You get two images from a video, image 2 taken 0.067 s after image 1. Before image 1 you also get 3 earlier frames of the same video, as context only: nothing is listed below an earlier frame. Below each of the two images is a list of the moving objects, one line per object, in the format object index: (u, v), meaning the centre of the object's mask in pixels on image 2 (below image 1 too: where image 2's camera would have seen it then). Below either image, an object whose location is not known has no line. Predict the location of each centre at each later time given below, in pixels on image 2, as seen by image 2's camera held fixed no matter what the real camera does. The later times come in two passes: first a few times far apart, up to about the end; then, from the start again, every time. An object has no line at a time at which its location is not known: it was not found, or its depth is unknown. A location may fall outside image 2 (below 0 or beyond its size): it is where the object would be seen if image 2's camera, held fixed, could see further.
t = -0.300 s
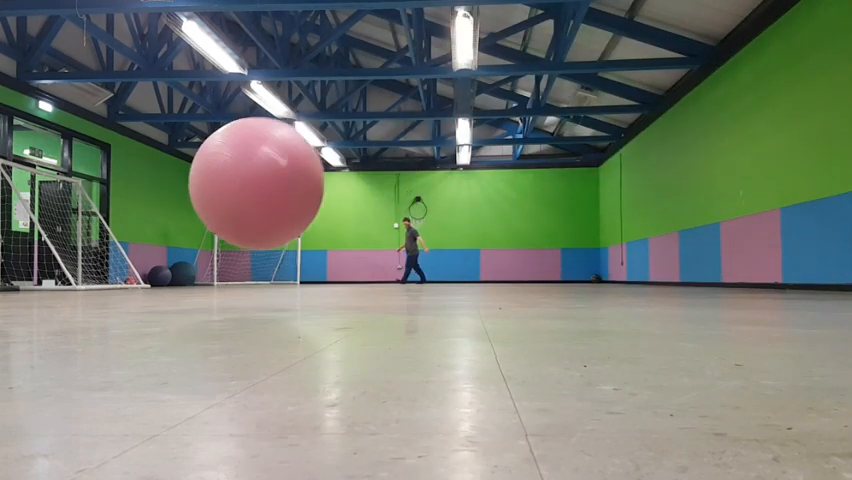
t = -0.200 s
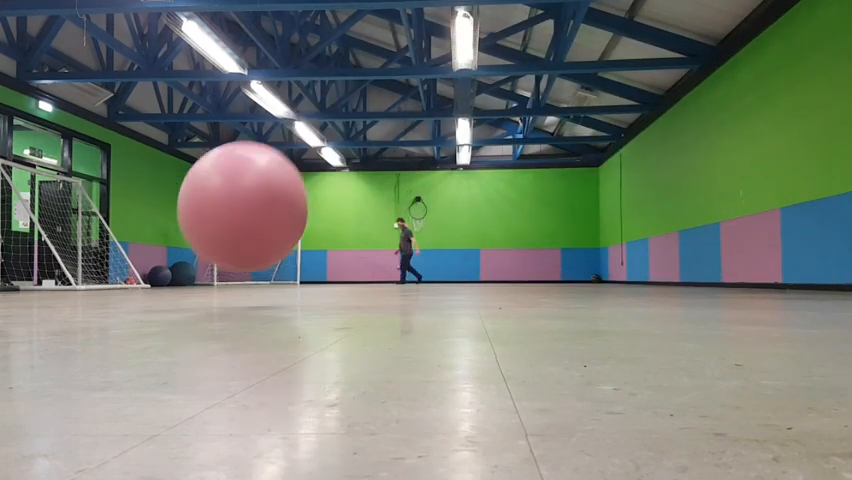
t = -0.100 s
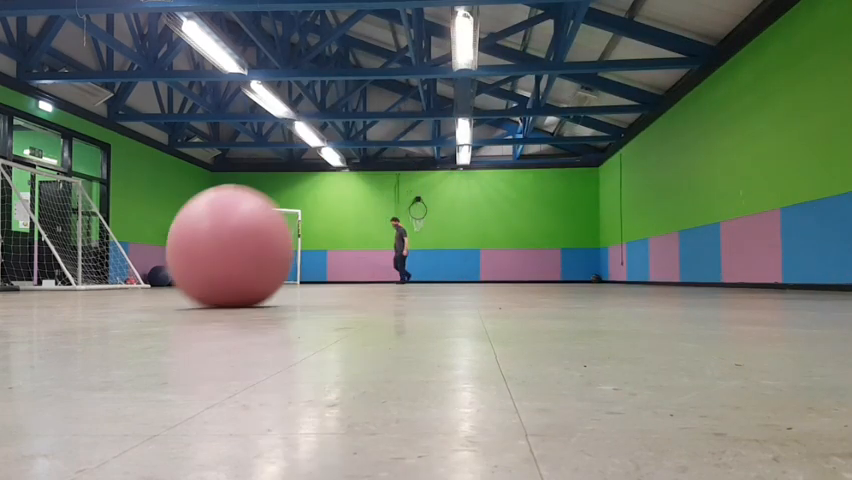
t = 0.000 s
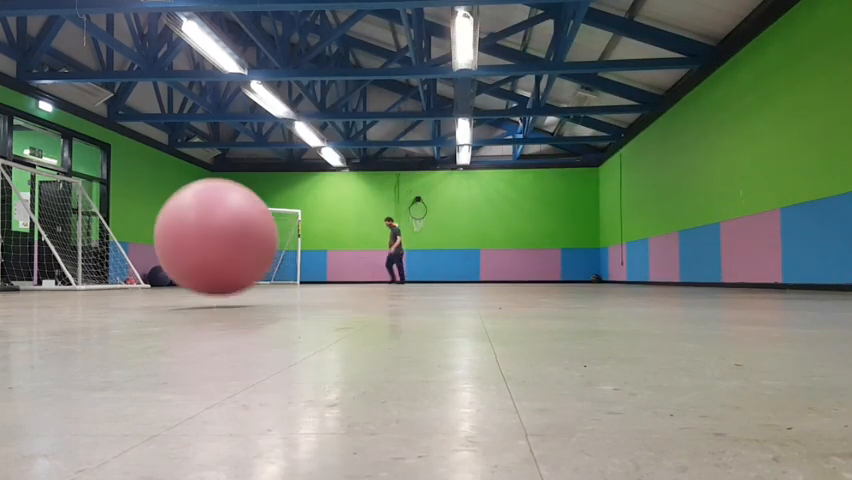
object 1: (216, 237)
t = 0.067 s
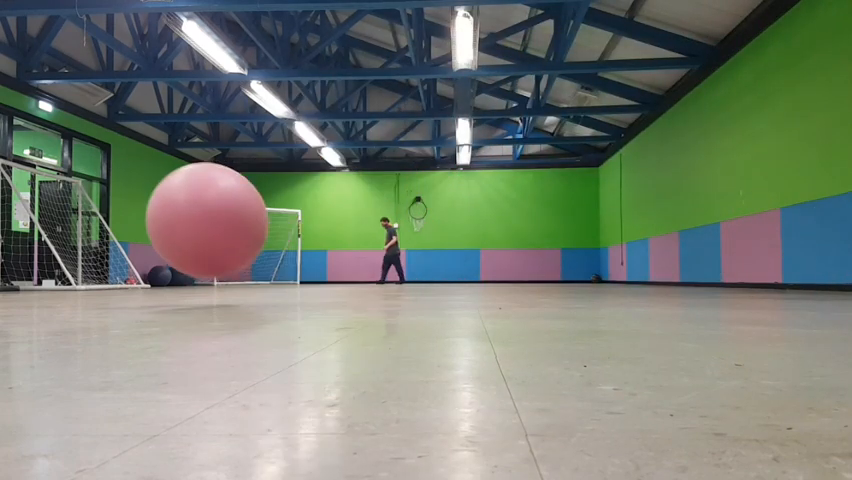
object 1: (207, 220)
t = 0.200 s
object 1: (190, 212)
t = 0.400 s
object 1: (166, 257)
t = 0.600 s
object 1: (145, 230)
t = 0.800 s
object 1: (129, 257)
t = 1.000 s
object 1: (114, 240)
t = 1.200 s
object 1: (99, 259)
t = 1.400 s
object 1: (85, 247)
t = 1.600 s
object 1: (71, 265)
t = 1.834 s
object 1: (57, 257)
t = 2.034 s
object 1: (46, 259)
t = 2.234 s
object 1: (37, 266)
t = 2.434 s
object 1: (30, 266)
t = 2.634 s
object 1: (24, 264)
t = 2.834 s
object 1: (18, 264)
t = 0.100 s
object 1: (203, 215)
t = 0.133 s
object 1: (198, 212)
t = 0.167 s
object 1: (194, 211)
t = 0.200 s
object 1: (190, 212)
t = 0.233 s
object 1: (186, 215)
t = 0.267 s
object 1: (182, 220)
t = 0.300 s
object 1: (177, 227)
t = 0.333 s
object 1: (174, 236)
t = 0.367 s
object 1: (169, 246)
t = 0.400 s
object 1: (166, 257)
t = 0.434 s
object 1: (159, 251)
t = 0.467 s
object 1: (157, 243)
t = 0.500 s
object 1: (153, 237)
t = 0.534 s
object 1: (150, 233)
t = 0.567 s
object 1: (148, 231)
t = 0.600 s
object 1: (145, 230)
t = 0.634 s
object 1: (142, 231)
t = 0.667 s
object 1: (139, 232)
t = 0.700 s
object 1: (137, 237)
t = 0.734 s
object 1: (134, 242)
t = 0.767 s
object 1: (131, 249)
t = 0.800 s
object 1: (129, 257)
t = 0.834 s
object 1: (126, 262)
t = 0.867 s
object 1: (124, 258)
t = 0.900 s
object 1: (121, 251)
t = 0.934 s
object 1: (118, 246)
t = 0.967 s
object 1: (116, 242)
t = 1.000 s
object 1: (114, 240)
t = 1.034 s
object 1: (111, 240)
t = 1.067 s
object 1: (109, 240)
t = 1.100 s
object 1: (107, 243)
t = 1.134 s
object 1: (104, 247)
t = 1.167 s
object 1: (102, 252)
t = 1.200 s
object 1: (99, 259)
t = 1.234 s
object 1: (97, 263)
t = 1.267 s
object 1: (94, 261)
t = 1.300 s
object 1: (92, 255)
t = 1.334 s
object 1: (90, 251)
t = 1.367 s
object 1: (87, 248)
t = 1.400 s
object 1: (85, 247)
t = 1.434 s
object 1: (82, 247)
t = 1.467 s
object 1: (80, 249)
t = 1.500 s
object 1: (78, 252)
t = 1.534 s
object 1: (76, 256)
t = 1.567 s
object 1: (73, 262)
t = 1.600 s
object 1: (71, 265)
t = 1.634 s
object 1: (69, 262)
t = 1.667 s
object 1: (67, 258)
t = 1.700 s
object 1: (65, 255)
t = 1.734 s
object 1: (63, 253)
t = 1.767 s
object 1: (61, 253)
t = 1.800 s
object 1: (59, 254)
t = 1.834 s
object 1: (57, 257)
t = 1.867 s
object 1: (55, 260)
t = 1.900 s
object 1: (53, 264)
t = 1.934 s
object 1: (51, 266)
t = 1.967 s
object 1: (49, 264)
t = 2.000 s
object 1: (47, 261)
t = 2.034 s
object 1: (46, 259)
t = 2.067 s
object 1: (44, 259)
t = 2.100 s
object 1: (43, 259)
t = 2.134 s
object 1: (41, 261)
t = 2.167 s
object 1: (40, 264)
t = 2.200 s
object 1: (38, 266)
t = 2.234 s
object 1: (37, 266)
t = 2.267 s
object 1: (35, 264)
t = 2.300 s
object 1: (34, 262)
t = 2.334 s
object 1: (33, 261)
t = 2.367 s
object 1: (32, 262)
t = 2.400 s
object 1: (31, 263)
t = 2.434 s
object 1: (30, 266)
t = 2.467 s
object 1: (29, 267)
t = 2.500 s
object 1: (28, 266)
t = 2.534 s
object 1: (27, 264)
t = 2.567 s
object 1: (26, 263)
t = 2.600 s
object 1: (25, 263)
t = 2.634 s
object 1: (24, 264)
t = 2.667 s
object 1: (23, 265)
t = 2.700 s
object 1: (22, 267)
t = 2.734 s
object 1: (21, 267)
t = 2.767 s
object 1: (20, 266)
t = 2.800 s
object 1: (19, 264)
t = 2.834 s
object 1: (18, 264)
